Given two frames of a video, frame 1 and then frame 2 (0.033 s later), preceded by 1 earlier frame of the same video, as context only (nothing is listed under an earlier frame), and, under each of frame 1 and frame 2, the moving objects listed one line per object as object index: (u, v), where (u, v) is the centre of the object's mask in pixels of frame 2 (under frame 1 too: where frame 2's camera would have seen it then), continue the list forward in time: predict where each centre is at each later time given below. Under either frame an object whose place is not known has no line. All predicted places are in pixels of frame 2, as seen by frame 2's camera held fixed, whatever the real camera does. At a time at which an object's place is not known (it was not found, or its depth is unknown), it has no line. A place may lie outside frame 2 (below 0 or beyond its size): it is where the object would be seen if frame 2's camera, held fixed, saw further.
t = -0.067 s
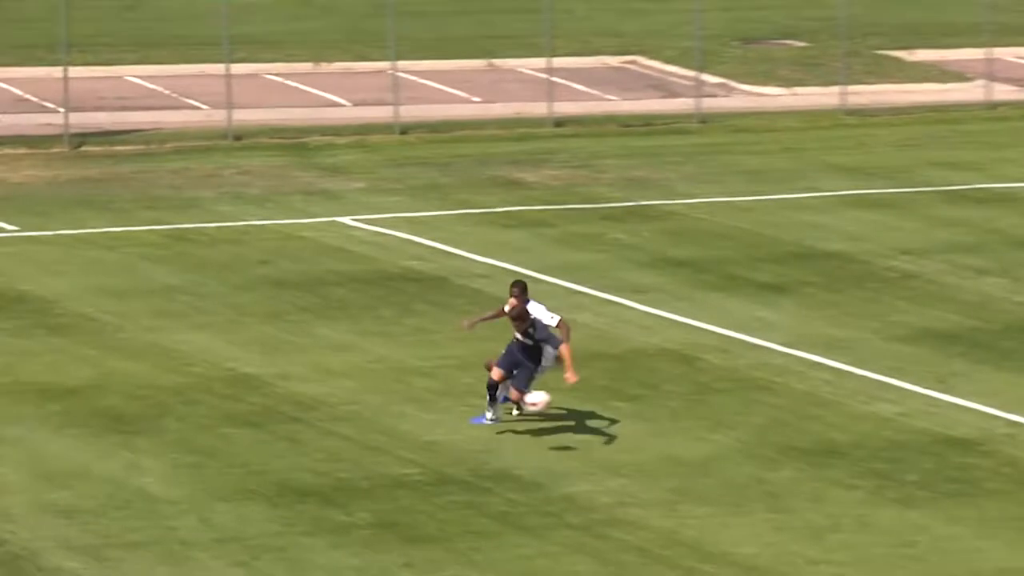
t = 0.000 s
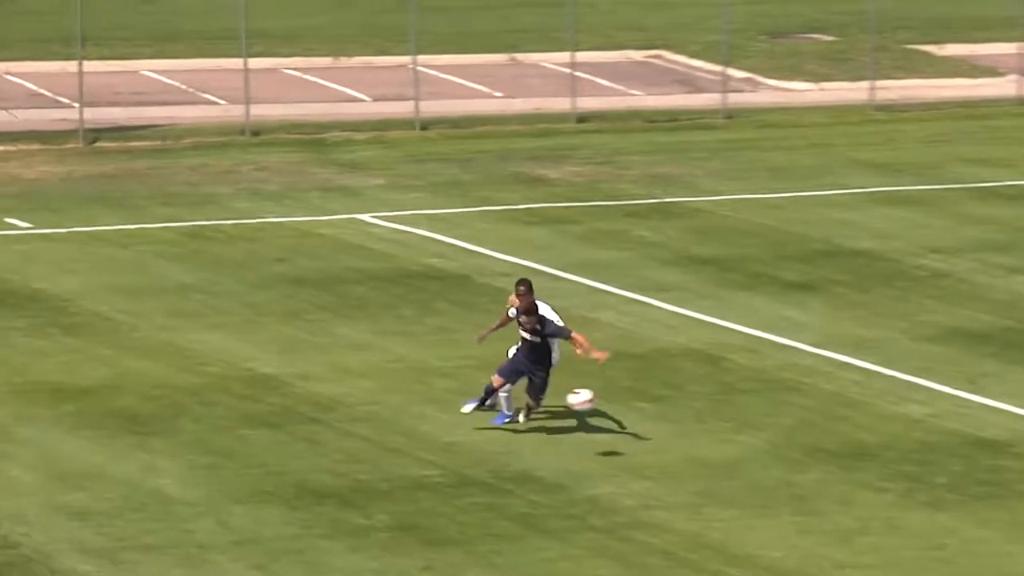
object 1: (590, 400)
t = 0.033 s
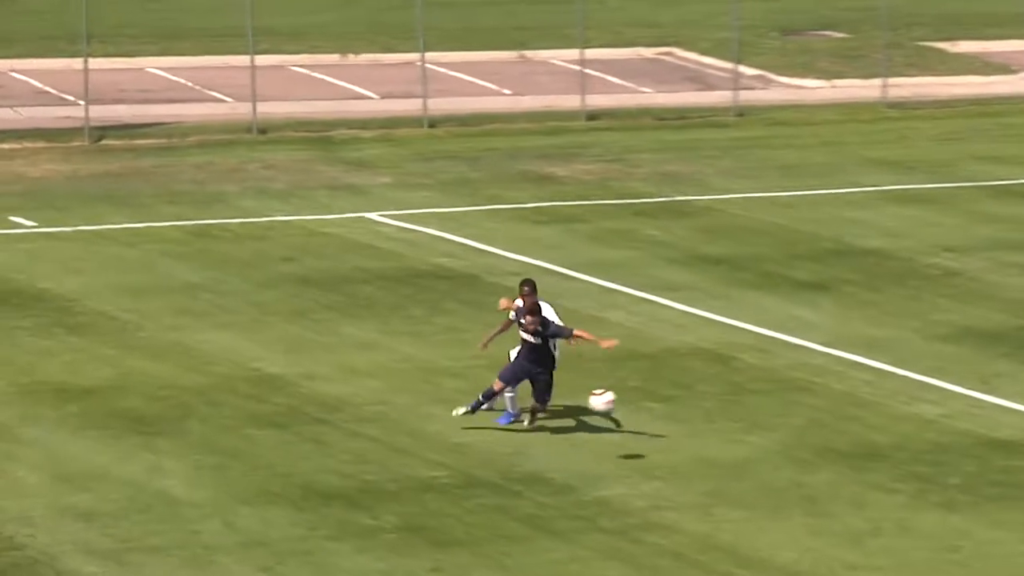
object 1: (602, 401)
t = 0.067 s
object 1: (612, 403)
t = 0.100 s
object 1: (623, 405)
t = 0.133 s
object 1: (635, 409)
